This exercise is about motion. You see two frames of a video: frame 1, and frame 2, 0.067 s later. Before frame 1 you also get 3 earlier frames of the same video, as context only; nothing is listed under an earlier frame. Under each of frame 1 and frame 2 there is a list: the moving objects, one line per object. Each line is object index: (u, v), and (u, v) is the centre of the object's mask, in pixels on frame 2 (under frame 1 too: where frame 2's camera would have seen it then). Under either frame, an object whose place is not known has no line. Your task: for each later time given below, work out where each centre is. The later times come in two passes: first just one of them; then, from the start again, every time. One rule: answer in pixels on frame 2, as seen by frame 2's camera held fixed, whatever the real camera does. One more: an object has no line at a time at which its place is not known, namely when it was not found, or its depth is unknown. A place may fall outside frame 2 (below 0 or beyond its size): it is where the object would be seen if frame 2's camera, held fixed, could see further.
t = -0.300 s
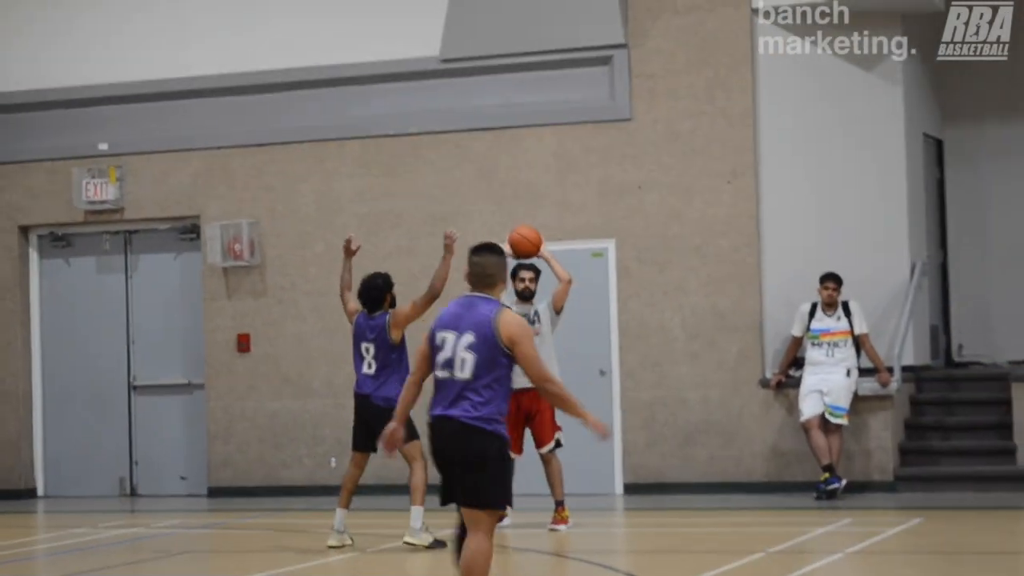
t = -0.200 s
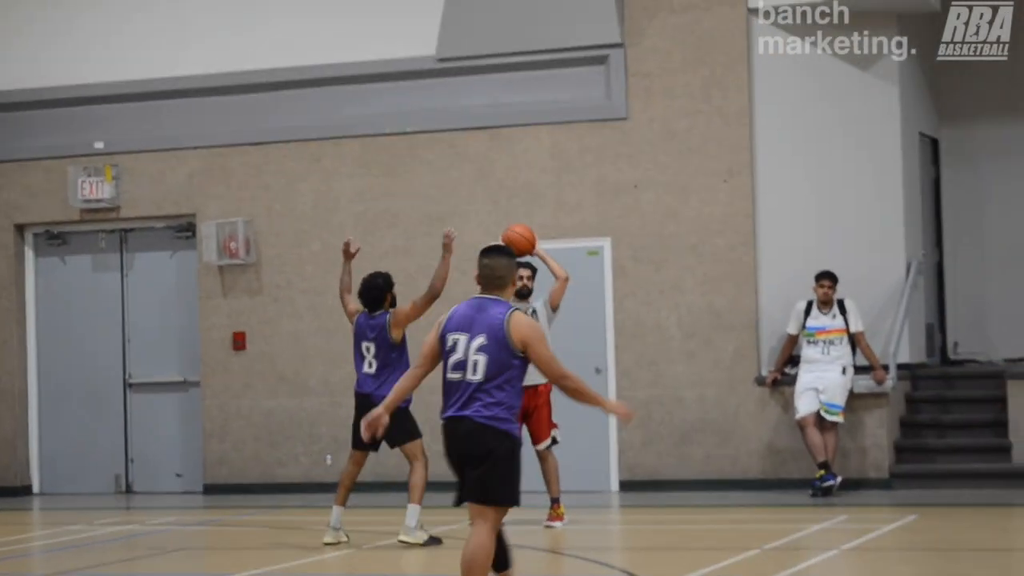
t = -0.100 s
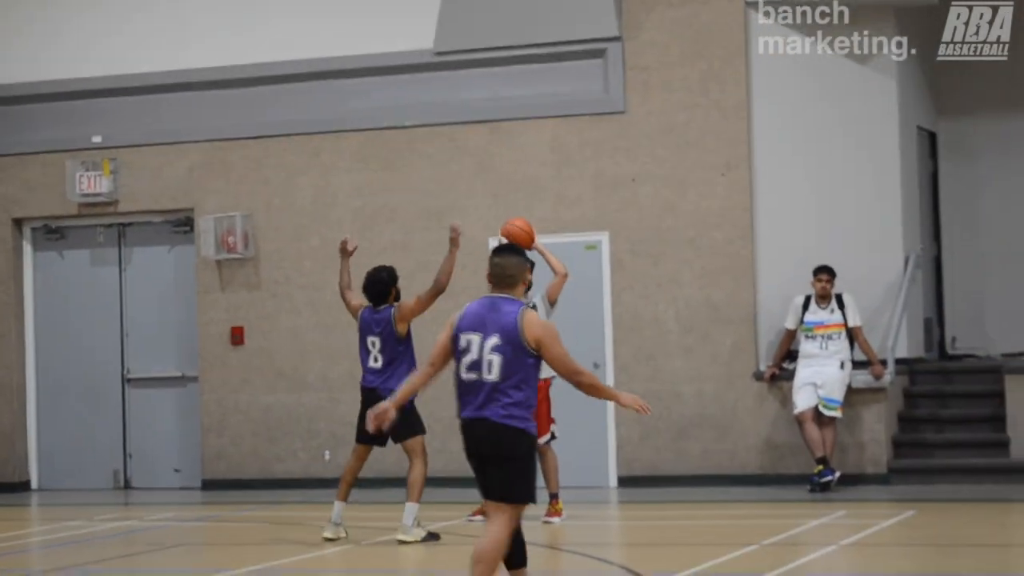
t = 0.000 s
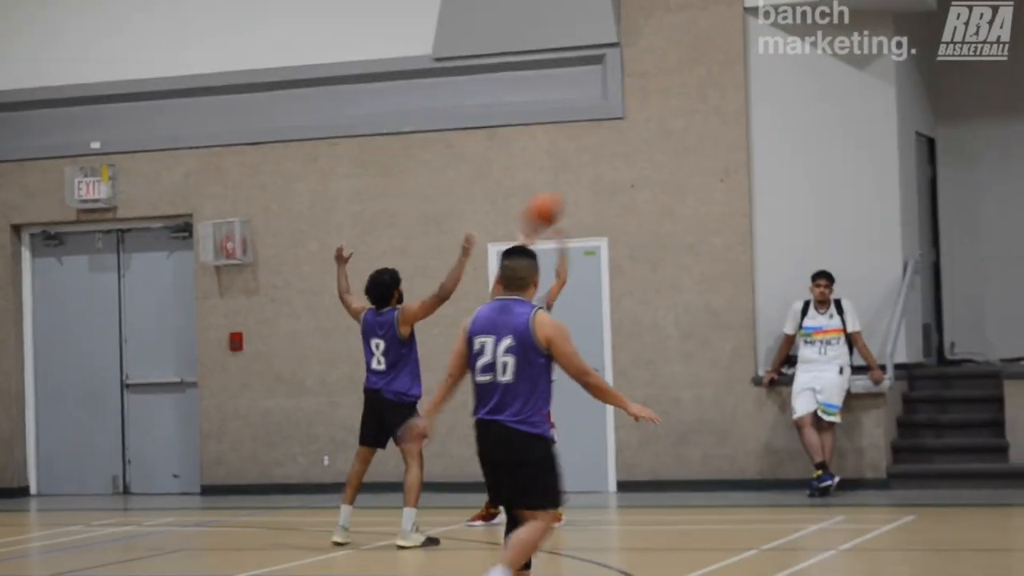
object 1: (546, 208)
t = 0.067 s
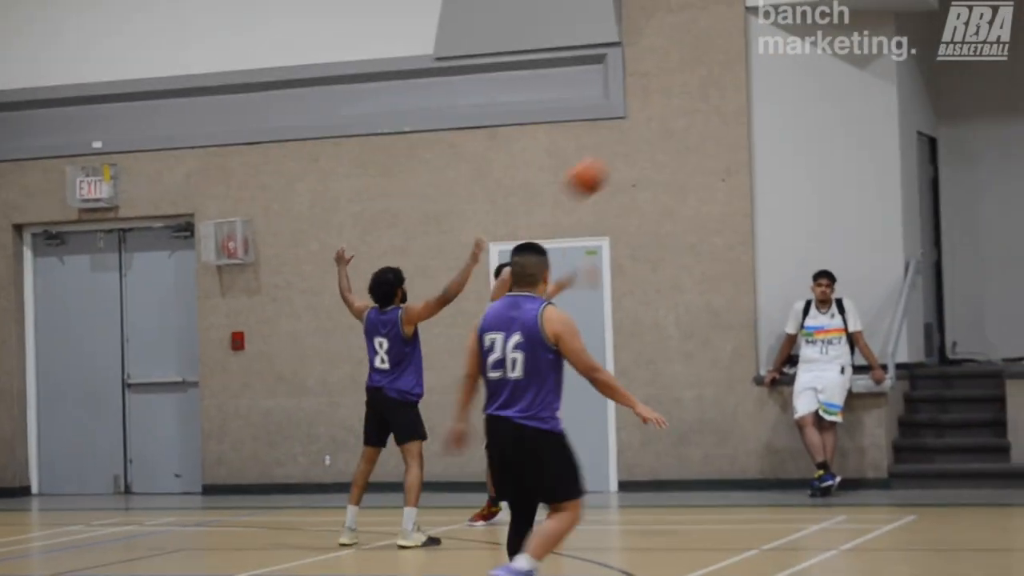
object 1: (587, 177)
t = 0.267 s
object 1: (727, 111)
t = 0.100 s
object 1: (609, 162)
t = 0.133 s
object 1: (630, 149)
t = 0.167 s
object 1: (653, 138)
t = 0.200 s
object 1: (677, 127)
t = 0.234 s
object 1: (702, 118)
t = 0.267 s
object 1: (727, 111)
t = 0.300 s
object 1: (752, 105)
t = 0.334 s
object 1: (783, 100)
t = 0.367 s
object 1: (810, 97)
